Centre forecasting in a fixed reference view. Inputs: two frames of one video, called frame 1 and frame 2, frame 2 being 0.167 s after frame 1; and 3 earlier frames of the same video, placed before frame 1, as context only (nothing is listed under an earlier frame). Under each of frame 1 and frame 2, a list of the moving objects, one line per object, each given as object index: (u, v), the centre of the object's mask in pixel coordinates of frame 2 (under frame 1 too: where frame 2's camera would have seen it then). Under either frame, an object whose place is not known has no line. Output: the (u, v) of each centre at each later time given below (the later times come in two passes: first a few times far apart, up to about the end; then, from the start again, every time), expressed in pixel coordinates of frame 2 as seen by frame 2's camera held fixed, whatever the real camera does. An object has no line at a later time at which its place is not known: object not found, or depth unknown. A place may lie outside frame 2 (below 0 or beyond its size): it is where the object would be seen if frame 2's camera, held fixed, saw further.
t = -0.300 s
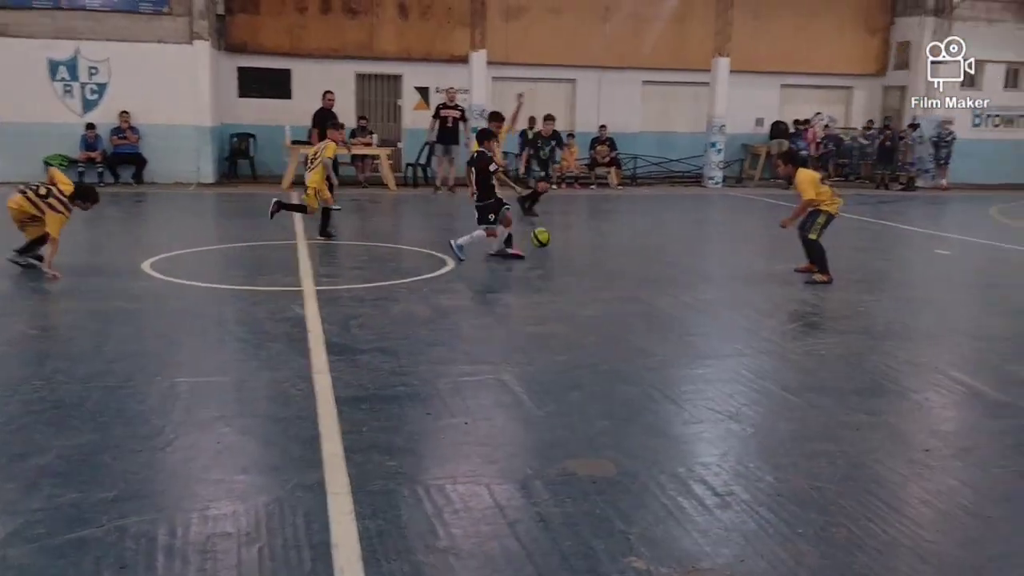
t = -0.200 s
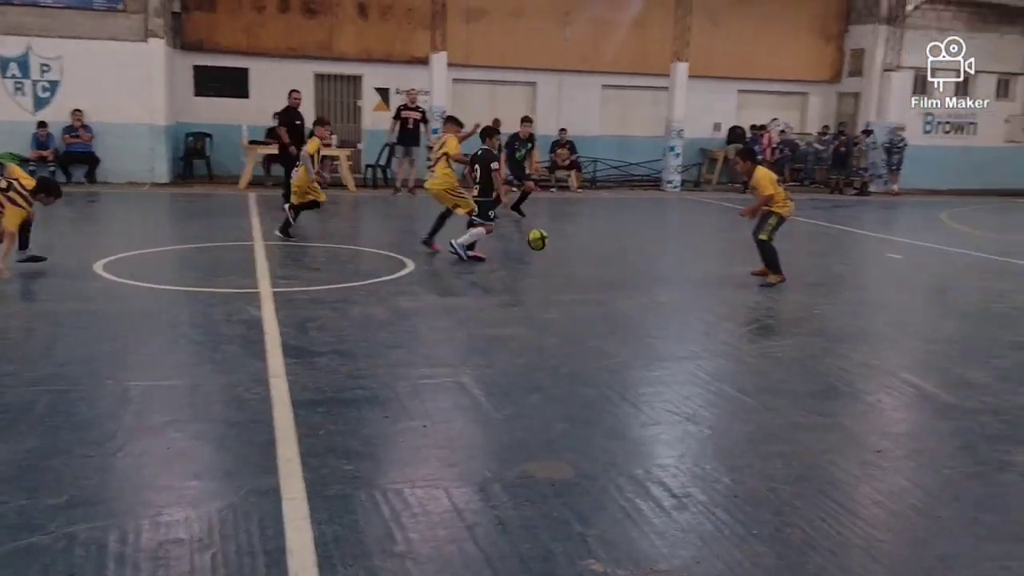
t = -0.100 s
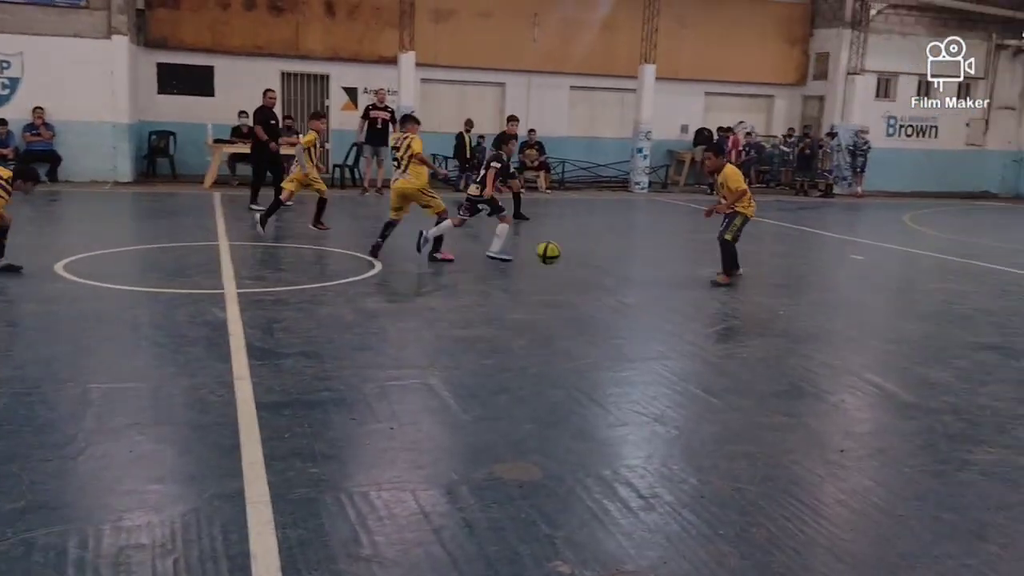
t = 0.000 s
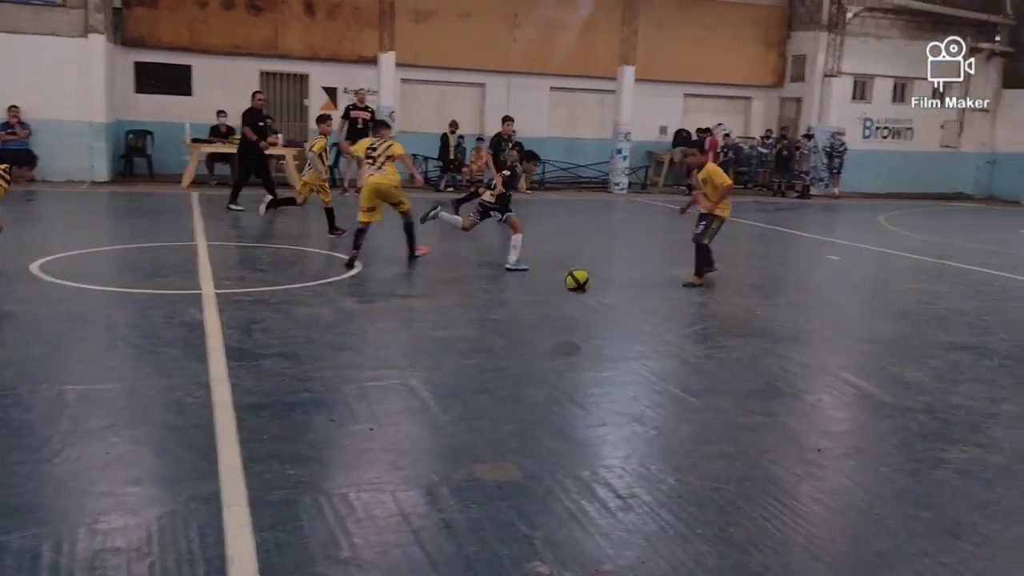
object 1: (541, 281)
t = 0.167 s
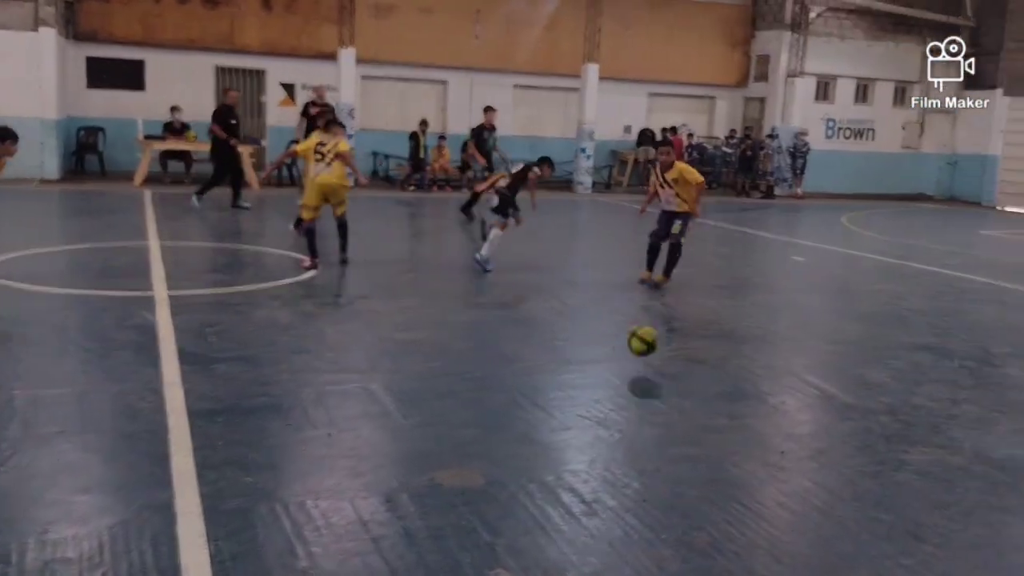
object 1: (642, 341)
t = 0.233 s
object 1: (684, 336)
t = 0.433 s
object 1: (830, 372)
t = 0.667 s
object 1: (1055, 454)
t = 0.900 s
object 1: (1332, 550)
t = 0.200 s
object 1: (662, 337)
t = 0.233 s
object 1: (684, 336)
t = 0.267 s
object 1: (706, 337)
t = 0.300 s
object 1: (728, 339)
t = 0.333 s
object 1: (752, 343)
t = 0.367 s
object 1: (777, 350)
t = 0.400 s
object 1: (803, 359)
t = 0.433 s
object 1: (830, 372)
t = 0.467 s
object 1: (860, 388)
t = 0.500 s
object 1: (891, 406)
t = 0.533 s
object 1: (922, 429)
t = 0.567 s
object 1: (955, 455)
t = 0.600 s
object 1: (988, 455)
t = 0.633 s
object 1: (1020, 454)
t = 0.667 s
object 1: (1055, 454)
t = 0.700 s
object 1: (1091, 458)
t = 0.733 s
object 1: (1127, 464)
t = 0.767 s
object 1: (1165, 474)
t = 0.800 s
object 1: (1204, 487)
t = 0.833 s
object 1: (1245, 504)
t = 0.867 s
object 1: (1289, 525)
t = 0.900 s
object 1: (1332, 550)
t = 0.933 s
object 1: (1380, 562)
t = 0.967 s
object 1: (1430, 566)
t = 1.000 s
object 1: (1470, 573)
